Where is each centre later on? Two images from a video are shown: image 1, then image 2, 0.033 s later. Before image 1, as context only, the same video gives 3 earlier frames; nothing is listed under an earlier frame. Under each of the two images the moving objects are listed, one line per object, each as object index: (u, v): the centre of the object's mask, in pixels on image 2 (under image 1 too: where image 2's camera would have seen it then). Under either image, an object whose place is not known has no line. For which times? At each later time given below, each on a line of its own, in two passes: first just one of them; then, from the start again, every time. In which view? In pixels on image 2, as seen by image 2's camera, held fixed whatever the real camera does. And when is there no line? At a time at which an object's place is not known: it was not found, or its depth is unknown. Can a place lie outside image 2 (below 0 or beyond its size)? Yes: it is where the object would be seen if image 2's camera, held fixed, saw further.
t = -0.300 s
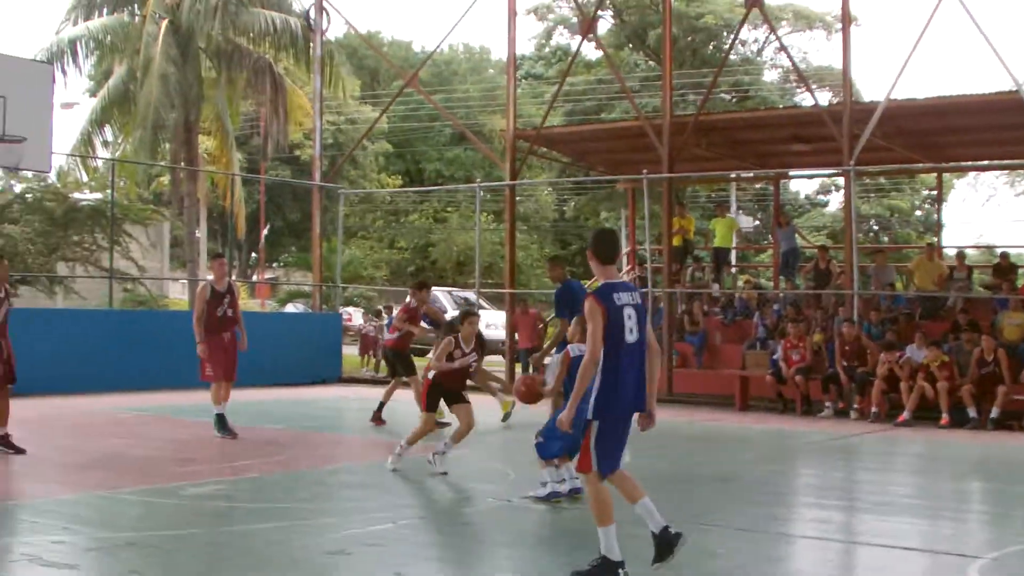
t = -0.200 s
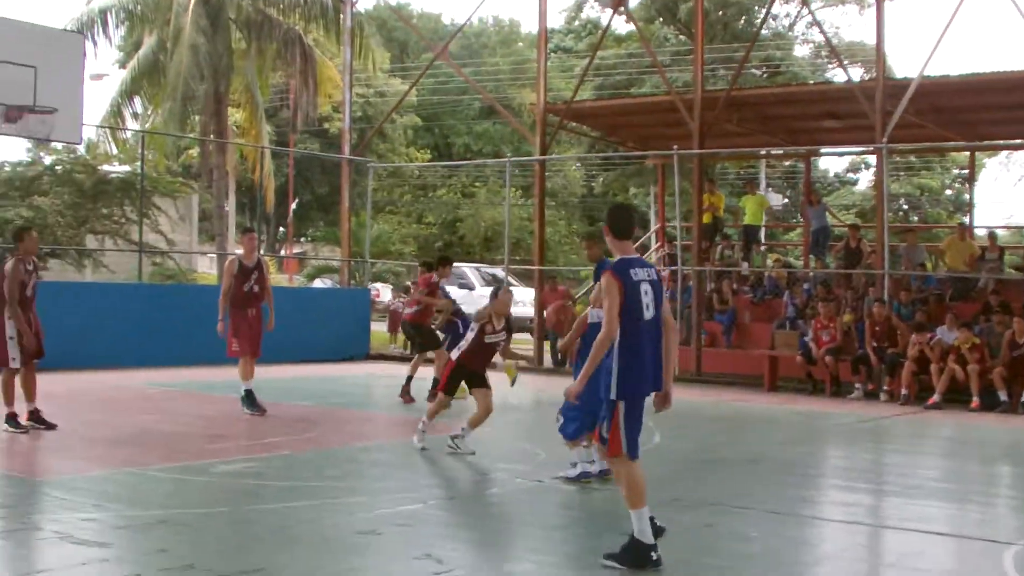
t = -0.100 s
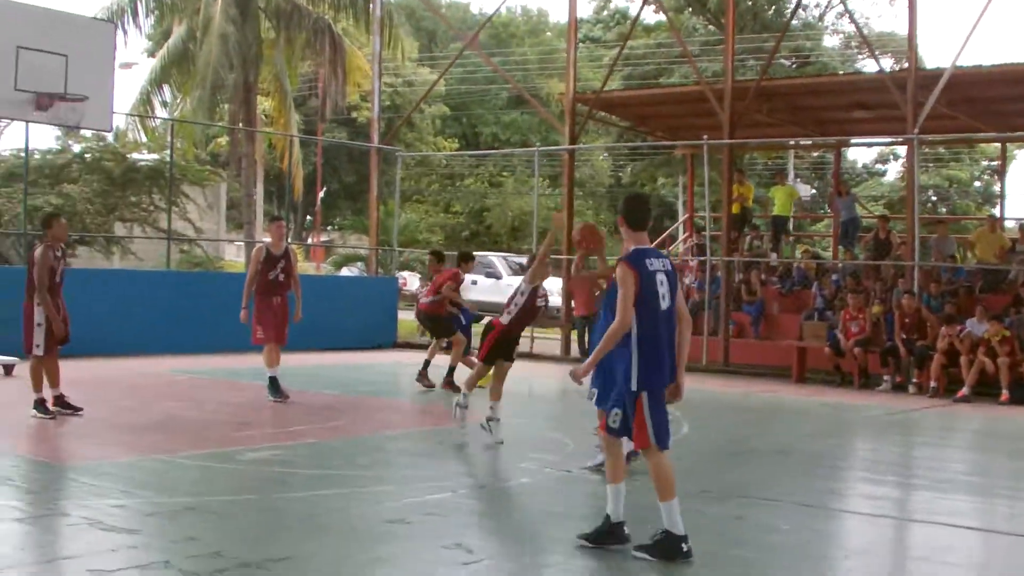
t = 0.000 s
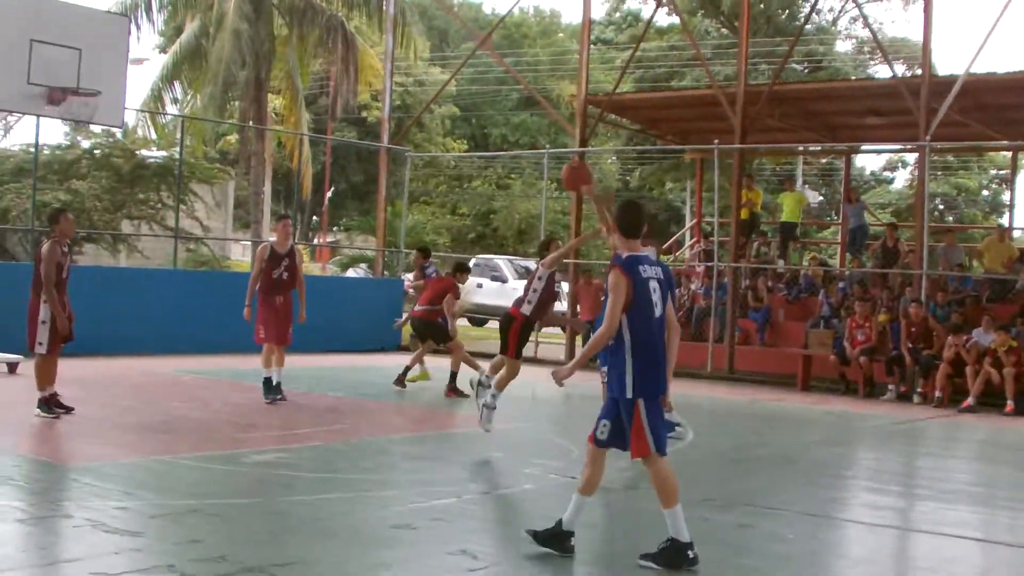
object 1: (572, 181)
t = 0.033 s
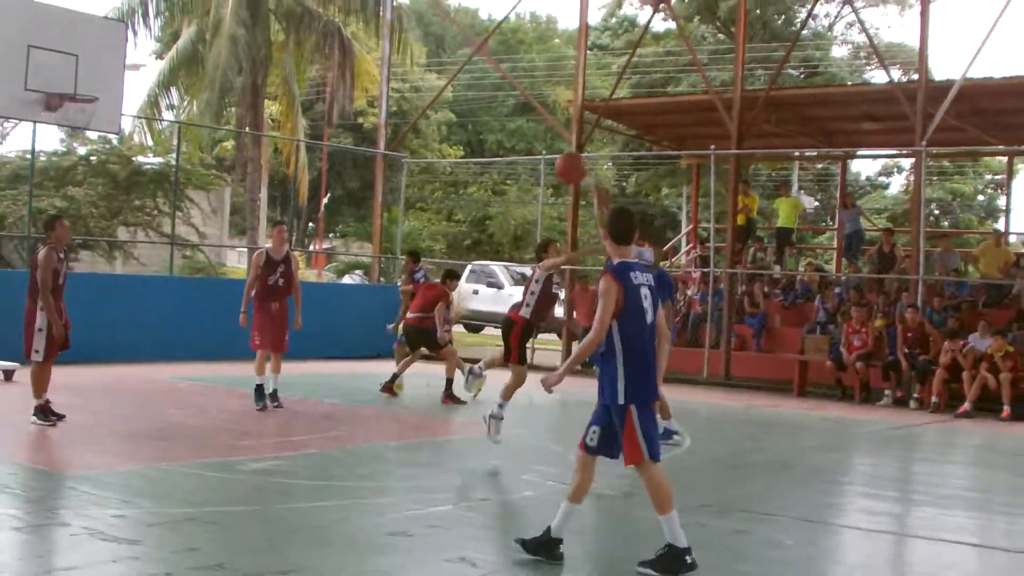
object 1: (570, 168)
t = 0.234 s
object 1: (555, 114)
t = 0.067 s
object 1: (569, 155)
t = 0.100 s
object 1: (566, 144)
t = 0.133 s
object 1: (562, 135)
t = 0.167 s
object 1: (560, 126)
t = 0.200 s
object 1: (559, 121)
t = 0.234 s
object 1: (555, 114)
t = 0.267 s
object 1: (554, 111)
